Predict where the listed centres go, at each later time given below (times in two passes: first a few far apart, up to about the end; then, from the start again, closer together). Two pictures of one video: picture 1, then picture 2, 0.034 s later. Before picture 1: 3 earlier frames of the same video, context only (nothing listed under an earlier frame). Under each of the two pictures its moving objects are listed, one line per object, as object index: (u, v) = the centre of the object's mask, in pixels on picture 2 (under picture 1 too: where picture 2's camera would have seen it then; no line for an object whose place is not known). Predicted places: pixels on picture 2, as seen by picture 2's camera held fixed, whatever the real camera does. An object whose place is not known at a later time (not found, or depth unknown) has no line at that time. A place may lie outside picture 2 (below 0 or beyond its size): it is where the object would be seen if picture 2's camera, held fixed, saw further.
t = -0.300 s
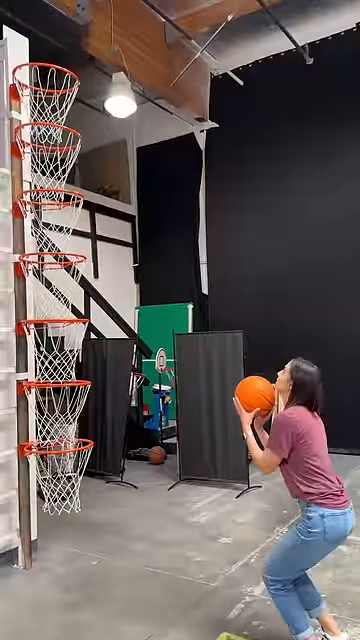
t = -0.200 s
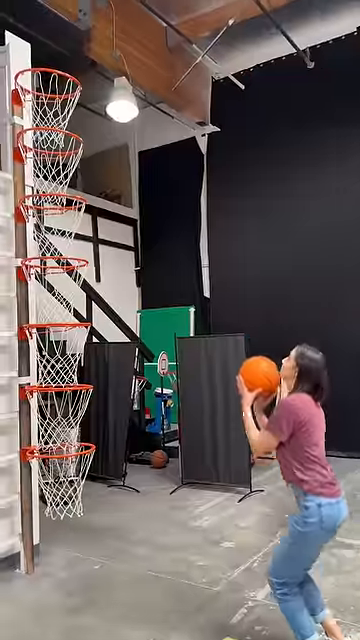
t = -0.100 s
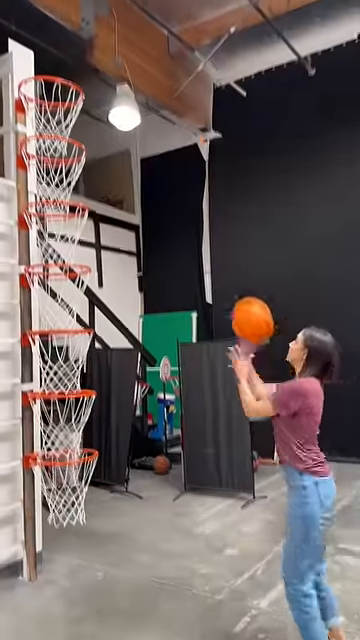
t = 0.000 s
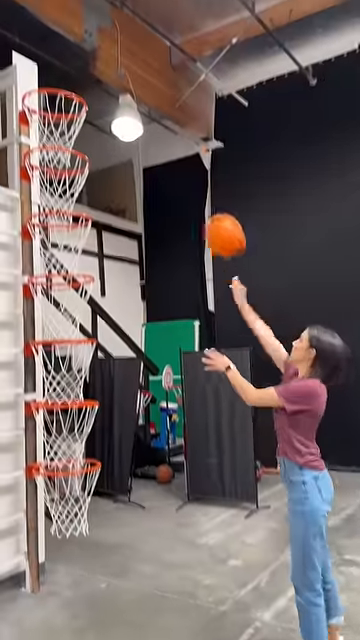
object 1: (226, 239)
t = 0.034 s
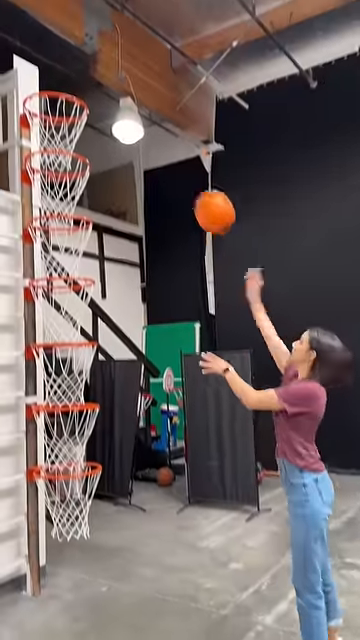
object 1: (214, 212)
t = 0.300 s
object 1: (143, 78)
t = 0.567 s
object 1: (88, 60)
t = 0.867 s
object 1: (50, 123)
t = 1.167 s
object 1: (77, 196)
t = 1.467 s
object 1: (53, 210)
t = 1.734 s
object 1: (74, 251)
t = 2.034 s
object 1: (64, 259)
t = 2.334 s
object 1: (63, 308)
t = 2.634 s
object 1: (67, 360)
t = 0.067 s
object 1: (204, 187)
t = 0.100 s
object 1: (194, 165)
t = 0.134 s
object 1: (185, 146)
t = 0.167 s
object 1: (175, 126)
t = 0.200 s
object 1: (167, 112)
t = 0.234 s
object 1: (159, 100)
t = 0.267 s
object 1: (150, 87)
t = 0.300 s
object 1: (143, 78)
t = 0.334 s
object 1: (136, 70)
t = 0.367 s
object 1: (127, 64)
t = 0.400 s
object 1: (121, 59)
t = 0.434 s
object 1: (114, 57)
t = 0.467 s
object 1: (107, 56)
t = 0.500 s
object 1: (101, 56)
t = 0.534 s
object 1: (94, 57)
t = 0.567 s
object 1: (88, 60)
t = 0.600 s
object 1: (81, 63)
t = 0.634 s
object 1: (76, 69)
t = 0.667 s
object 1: (70, 76)
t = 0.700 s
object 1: (64, 82)
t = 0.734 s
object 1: (59, 90)
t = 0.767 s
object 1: (55, 102)
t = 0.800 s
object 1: (51, 110)
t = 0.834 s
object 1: (51, 116)
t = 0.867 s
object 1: (50, 123)
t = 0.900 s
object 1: (50, 131)
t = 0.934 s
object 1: (51, 139)
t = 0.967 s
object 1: (51, 151)
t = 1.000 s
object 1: (55, 158)
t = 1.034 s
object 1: (58, 163)
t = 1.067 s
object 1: (63, 168)
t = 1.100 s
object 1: (68, 176)
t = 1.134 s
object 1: (75, 184)
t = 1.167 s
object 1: (77, 196)
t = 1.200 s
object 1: (81, 205)
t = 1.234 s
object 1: (82, 214)
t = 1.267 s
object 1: (78, 211)
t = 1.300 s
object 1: (75, 208)
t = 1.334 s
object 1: (69, 204)
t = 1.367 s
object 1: (65, 204)
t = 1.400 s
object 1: (60, 205)
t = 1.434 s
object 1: (56, 207)
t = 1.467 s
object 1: (53, 210)
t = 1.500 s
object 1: (48, 215)
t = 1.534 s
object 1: (46, 221)
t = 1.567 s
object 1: (51, 222)
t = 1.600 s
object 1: (55, 225)
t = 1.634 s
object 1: (60, 229)
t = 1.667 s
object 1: (63, 234)
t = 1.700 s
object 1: (69, 242)
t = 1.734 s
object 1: (74, 251)
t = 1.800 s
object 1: (83, 266)
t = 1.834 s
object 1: (82, 266)
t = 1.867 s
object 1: (79, 261)
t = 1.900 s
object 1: (75, 258)
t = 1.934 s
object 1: (72, 256)
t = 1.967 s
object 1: (69, 256)
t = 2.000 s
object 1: (67, 256)
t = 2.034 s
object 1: (64, 259)
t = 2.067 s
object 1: (61, 263)
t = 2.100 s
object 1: (59, 267)
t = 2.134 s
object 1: (58, 274)
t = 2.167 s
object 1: (54, 280)
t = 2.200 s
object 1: (55, 283)
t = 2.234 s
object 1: (57, 288)
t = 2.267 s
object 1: (59, 293)
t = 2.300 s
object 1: (61, 300)
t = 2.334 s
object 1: (63, 308)
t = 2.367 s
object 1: (64, 318)
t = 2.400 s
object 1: (67, 328)
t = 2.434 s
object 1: (68, 336)
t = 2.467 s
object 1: (68, 338)
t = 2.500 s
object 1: (68, 340)
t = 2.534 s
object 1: (68, 343)
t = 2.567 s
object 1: (67, 349)
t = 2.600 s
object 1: (68, 354)
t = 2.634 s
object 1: (67, 360)
